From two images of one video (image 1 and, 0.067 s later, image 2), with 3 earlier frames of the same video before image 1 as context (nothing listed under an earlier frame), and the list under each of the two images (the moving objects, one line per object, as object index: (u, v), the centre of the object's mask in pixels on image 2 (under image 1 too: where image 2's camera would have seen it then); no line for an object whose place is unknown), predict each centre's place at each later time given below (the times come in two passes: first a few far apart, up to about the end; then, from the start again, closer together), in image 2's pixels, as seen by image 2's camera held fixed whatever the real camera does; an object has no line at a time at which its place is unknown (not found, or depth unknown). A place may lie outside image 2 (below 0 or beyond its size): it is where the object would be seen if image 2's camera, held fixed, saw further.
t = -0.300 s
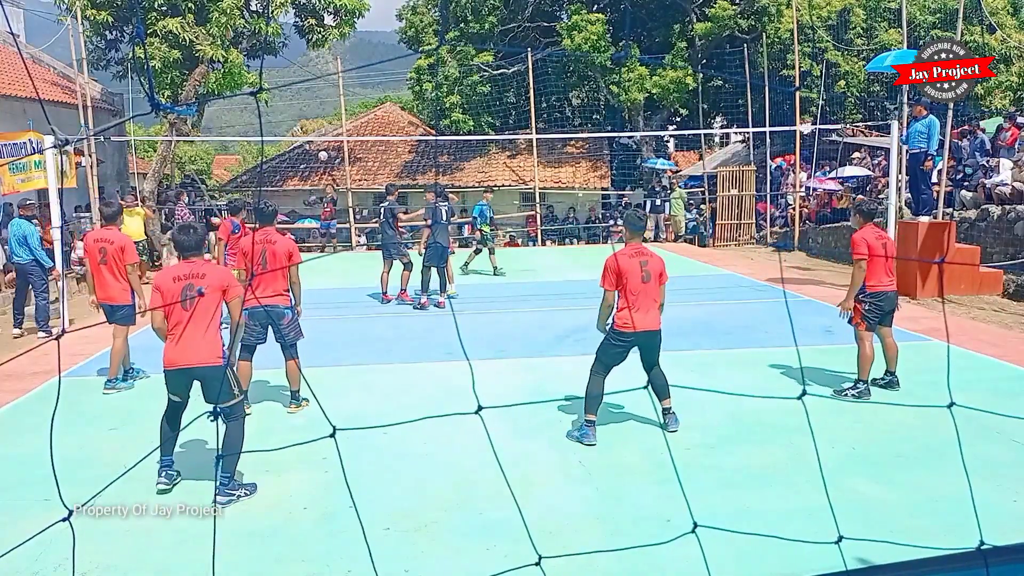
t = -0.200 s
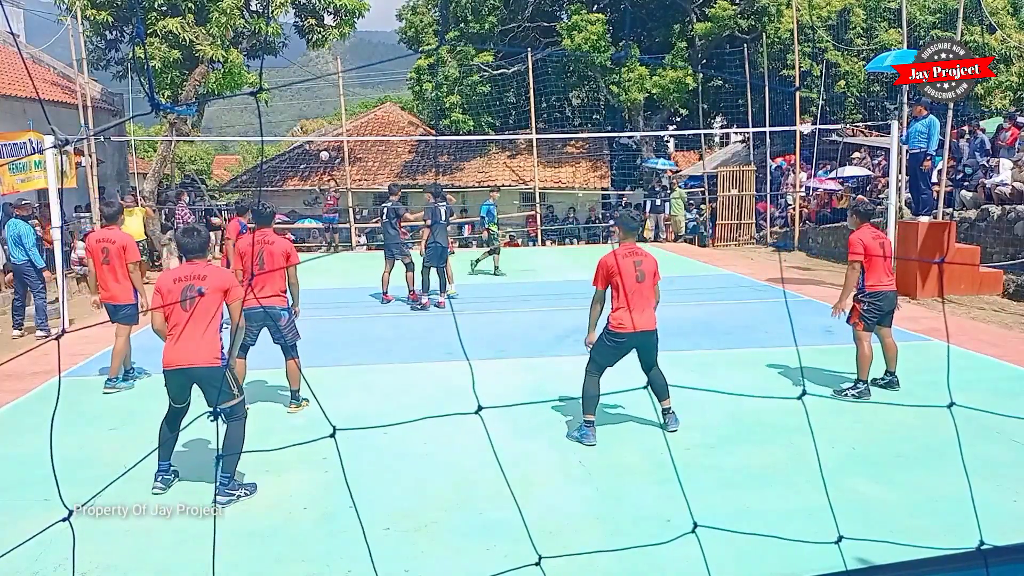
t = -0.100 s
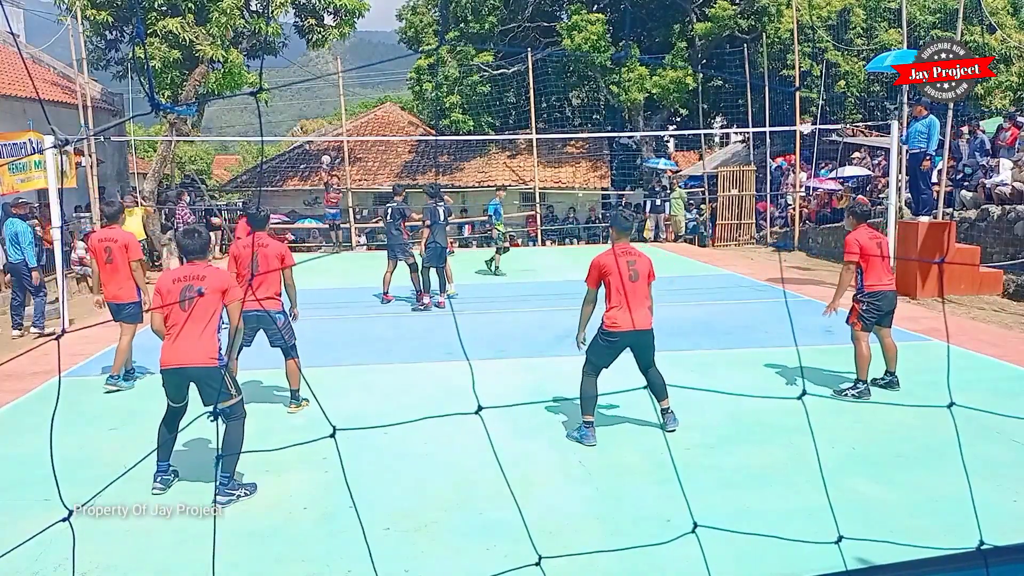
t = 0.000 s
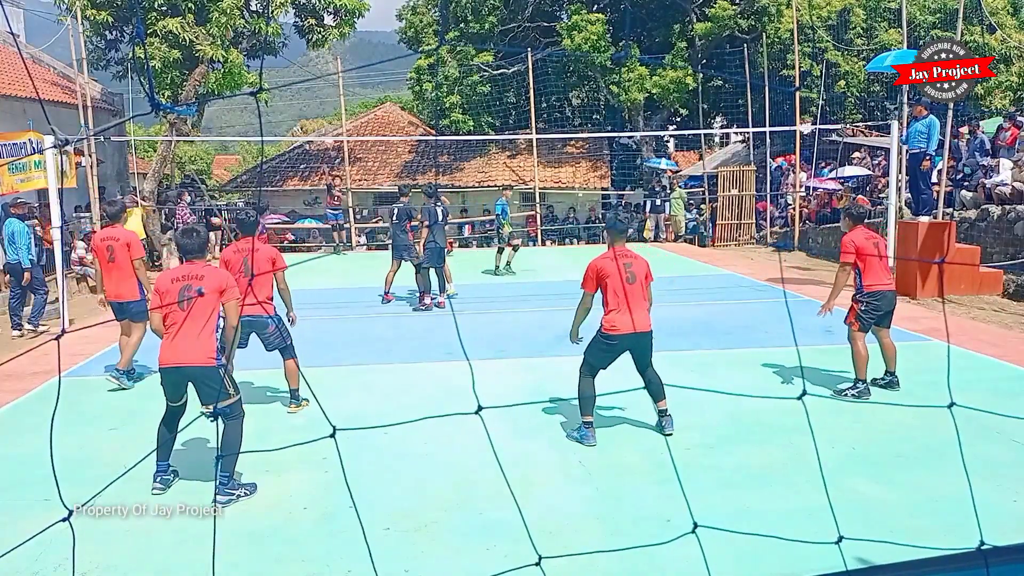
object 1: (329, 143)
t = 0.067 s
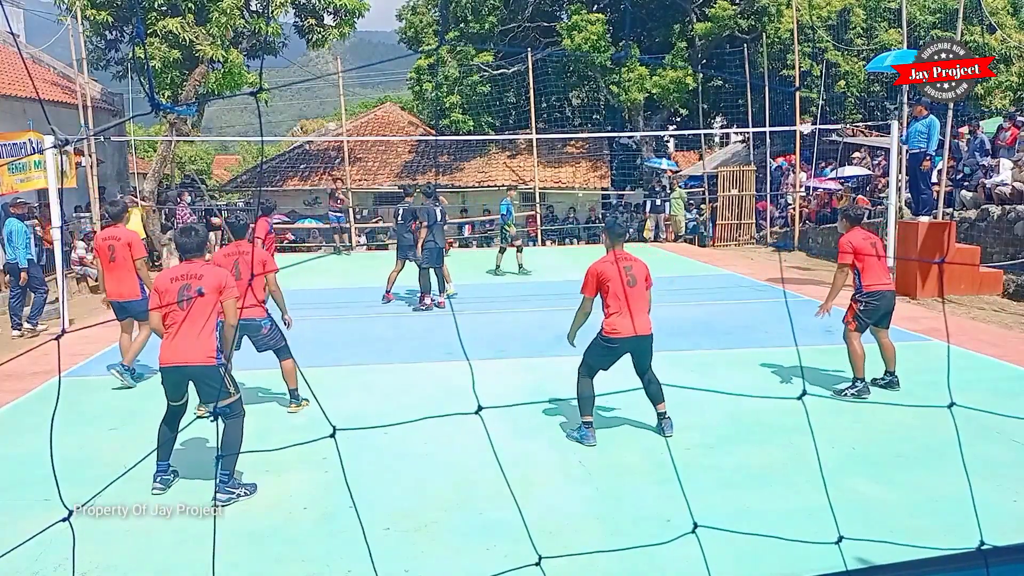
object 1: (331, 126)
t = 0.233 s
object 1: (341, 90)
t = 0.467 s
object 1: (365, 51)
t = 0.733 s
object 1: (418, 40)
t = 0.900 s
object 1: (477, 65)
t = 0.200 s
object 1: (338, 97)
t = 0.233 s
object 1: (341, 90)
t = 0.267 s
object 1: (343, 83)
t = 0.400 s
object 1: (356, 60)
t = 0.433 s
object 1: (360, 56)
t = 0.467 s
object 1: (365, 51)
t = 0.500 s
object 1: (369, 47)
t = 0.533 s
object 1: (375, 44)
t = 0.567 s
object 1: (381, 41)
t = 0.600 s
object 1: (387, 38)
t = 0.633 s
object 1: (394, 37)
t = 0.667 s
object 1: (402, 37)
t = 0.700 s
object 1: (409, 38)
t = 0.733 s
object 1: (418, 40)
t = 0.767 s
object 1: (428, 42)
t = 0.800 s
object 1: (439, 45)
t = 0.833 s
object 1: (450, 51)
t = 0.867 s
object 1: (463, 57)
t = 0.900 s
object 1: (477, 65)
